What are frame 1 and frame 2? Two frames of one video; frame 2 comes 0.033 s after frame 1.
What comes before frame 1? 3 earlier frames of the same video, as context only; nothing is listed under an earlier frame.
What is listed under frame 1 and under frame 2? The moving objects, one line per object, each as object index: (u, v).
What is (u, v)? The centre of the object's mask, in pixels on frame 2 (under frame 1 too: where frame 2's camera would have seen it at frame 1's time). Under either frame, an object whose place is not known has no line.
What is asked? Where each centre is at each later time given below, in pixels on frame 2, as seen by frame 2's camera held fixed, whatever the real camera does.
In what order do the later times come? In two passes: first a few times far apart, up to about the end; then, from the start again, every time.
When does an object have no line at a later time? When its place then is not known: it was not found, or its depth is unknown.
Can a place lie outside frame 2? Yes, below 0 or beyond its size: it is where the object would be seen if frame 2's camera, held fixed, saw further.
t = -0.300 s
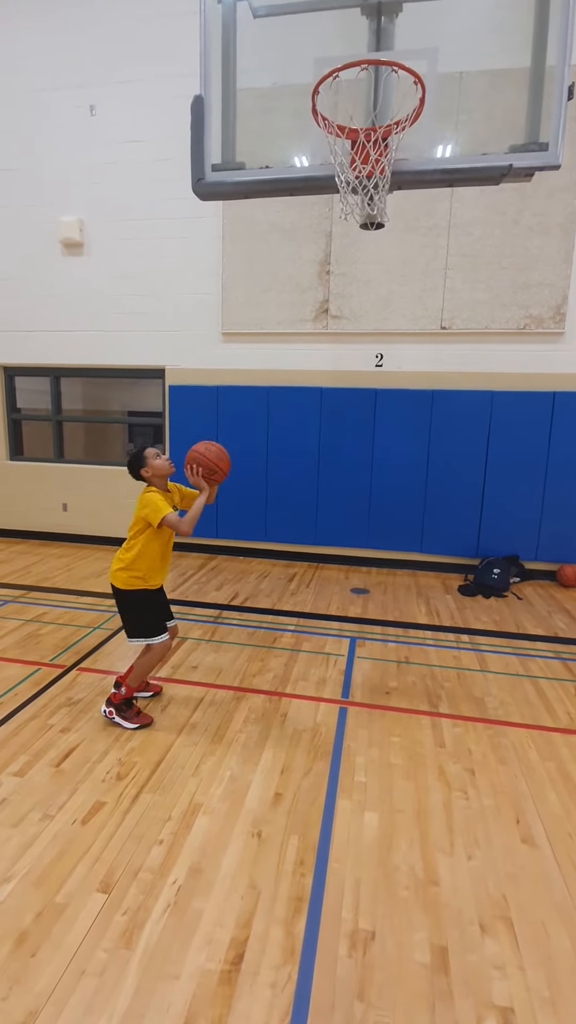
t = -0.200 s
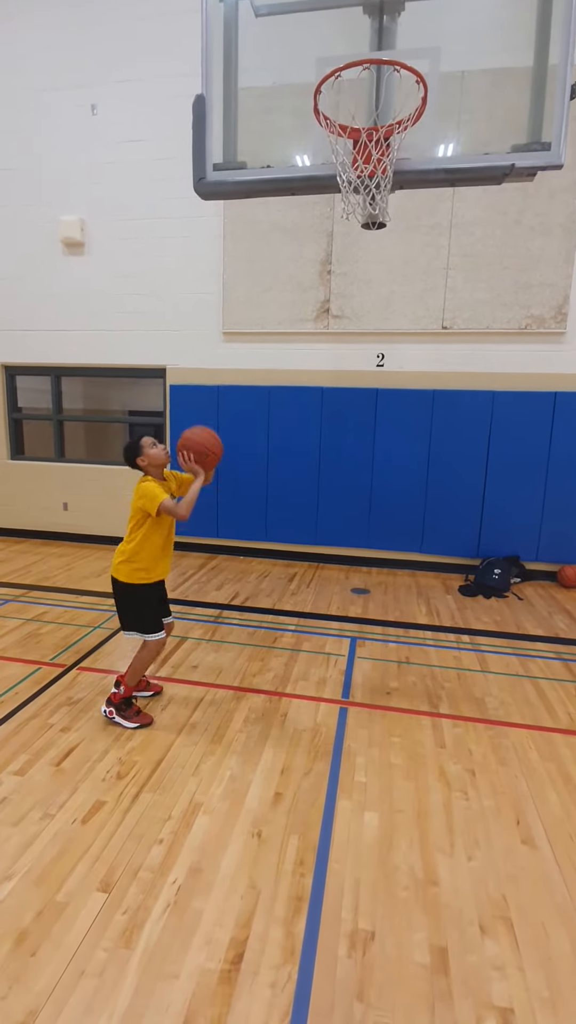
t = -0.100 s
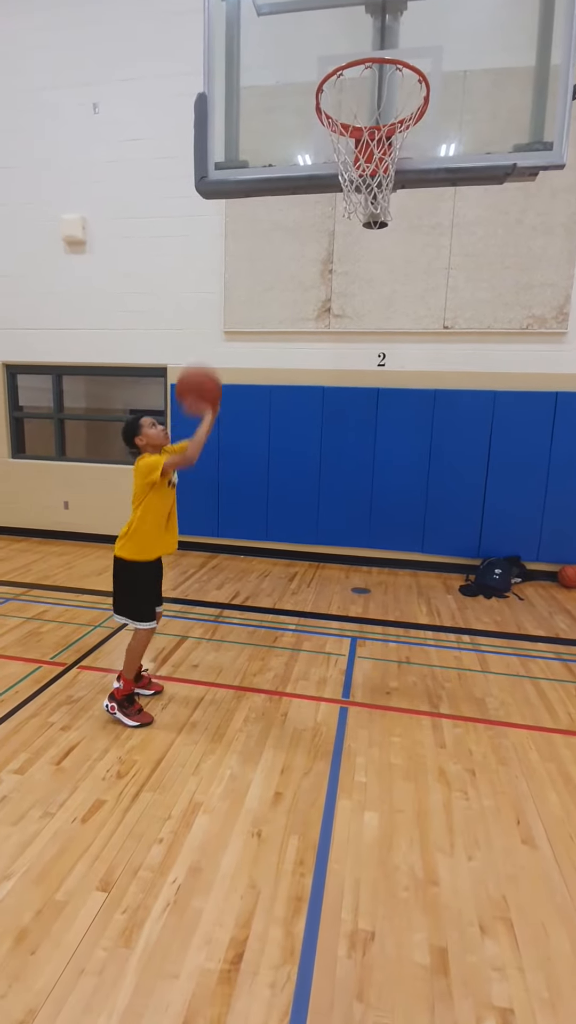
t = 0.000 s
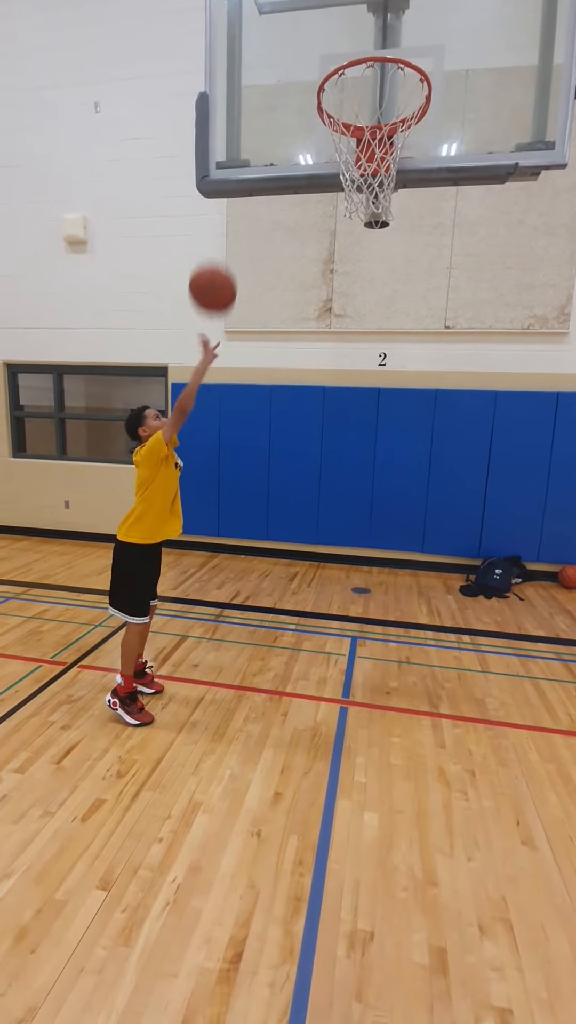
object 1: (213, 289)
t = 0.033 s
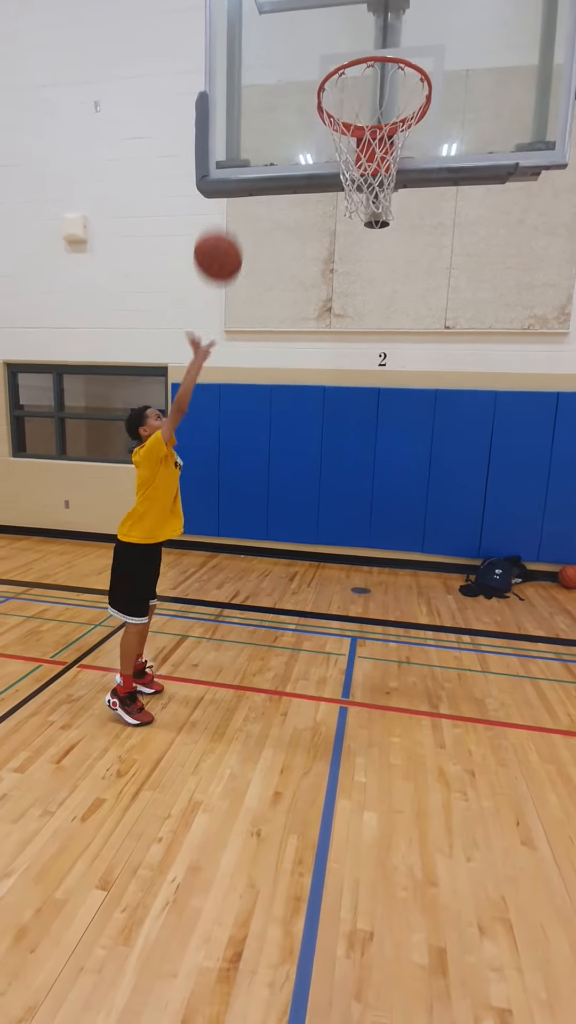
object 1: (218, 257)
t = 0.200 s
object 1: (245, 124)
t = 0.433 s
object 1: (283, 39)
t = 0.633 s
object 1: (312, 66)
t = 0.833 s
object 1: (303, 58)
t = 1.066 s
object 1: (280, 137)
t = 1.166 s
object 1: (270, 205)
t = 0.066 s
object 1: (223, 226)
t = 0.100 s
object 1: (229, 197)
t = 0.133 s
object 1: (234, 171)
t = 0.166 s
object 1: (240, 146)
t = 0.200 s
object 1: (245, 124)
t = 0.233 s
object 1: (251, 105)
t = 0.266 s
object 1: (256, 87)
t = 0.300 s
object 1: (262, 72)
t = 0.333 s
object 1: (267, 59)
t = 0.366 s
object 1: (273, 49)
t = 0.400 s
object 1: (278, 43)
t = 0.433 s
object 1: (283, 39)
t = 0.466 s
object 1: (289, 37)
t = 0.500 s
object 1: (294, 38)
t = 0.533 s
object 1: (299, 41)
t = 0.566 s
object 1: (304, 47)
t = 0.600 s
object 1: (308, 55)
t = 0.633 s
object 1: (312, 66)
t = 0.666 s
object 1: (317, 79)
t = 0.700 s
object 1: (314, 71)
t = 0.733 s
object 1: (312, 64)
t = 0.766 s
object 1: (308, 58)
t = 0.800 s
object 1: (306, 57)
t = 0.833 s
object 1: (303, 58)
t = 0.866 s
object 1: (300, 62)
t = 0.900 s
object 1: (296, 68)
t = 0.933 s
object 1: (293, 77)
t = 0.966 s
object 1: (290, 88)
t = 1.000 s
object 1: (286, 102)
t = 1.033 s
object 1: (283, 118)
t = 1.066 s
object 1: (280, 137)
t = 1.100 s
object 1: (276, 158)
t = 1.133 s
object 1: (273, 180)
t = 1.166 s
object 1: (270, 205)
